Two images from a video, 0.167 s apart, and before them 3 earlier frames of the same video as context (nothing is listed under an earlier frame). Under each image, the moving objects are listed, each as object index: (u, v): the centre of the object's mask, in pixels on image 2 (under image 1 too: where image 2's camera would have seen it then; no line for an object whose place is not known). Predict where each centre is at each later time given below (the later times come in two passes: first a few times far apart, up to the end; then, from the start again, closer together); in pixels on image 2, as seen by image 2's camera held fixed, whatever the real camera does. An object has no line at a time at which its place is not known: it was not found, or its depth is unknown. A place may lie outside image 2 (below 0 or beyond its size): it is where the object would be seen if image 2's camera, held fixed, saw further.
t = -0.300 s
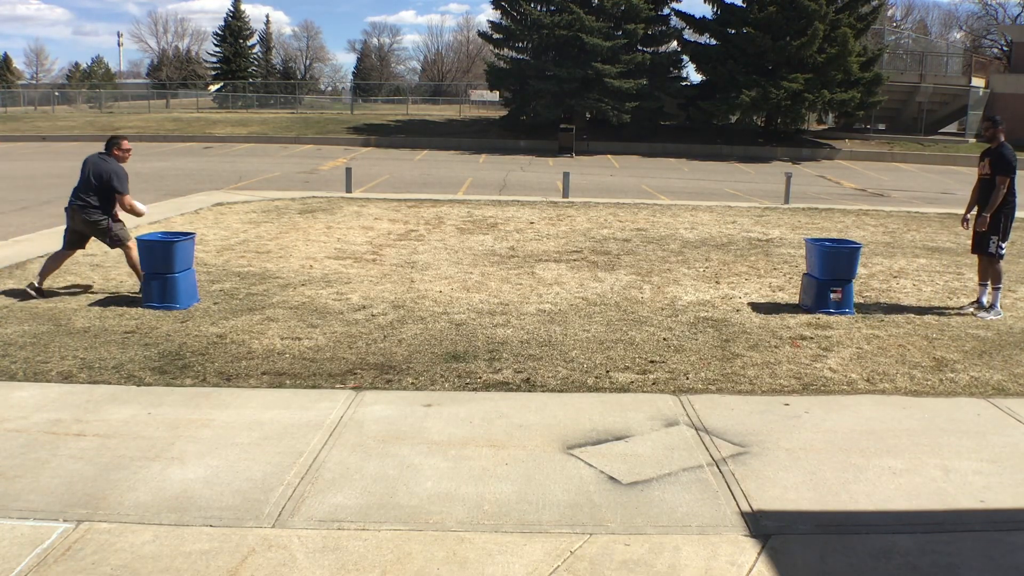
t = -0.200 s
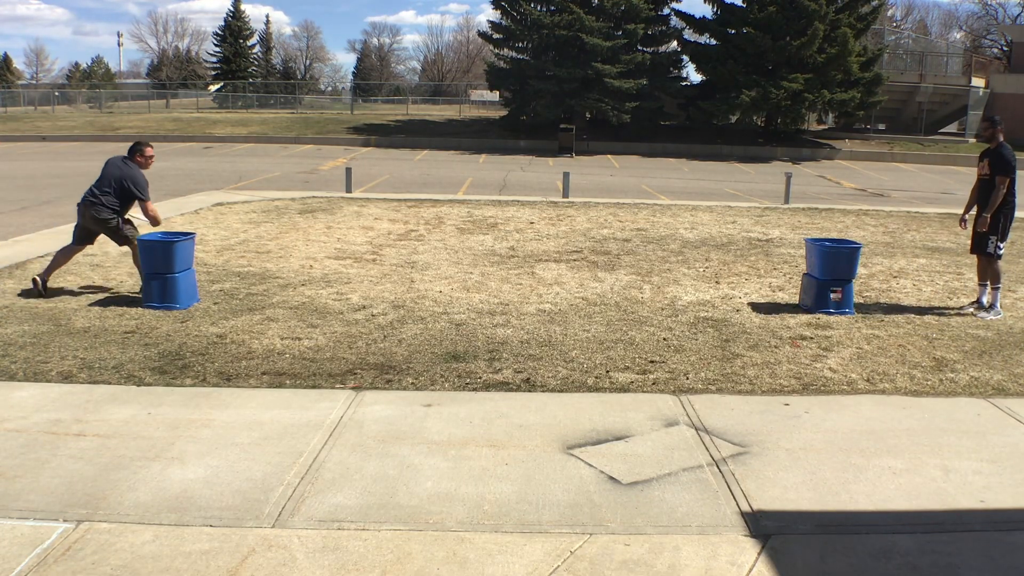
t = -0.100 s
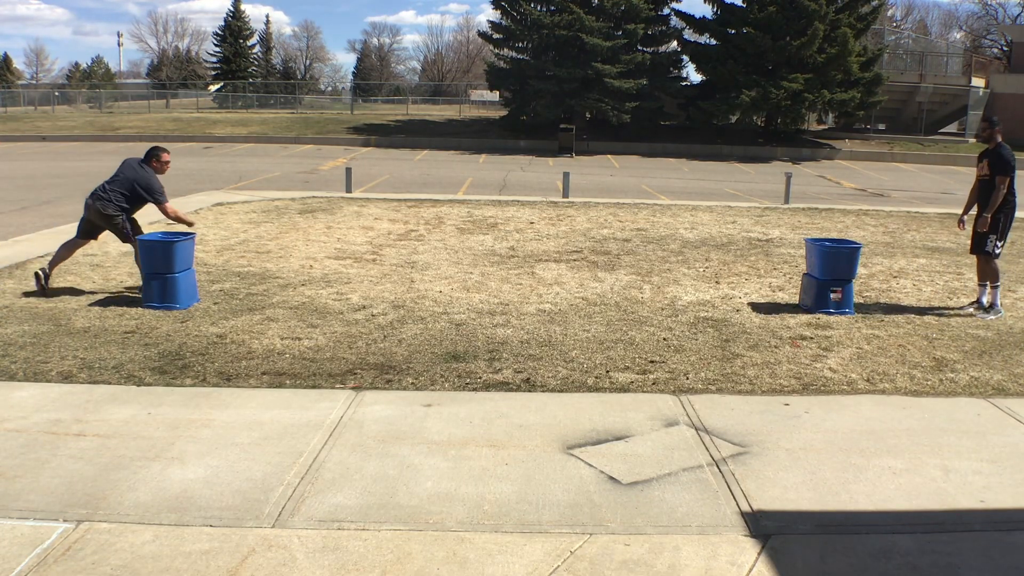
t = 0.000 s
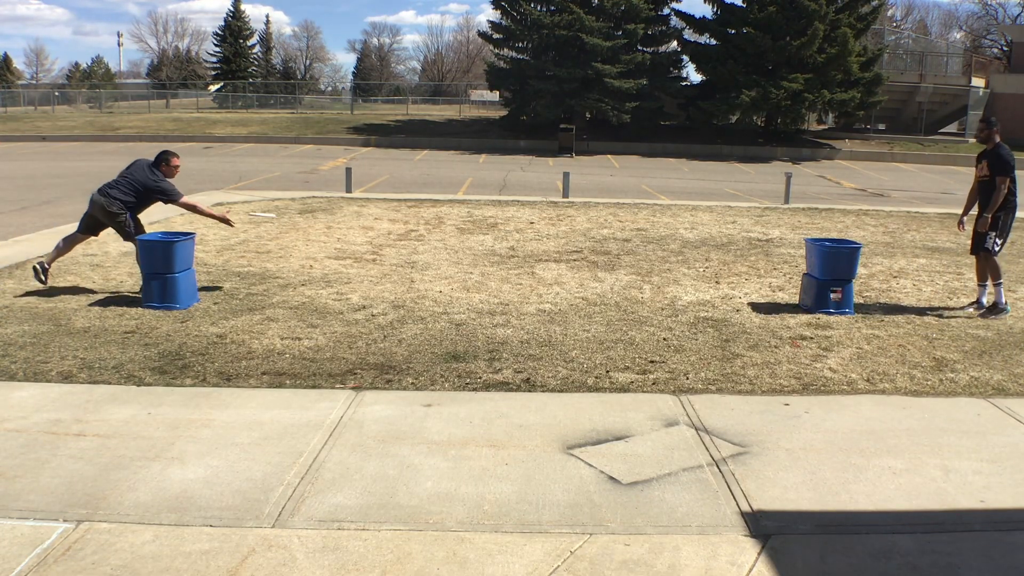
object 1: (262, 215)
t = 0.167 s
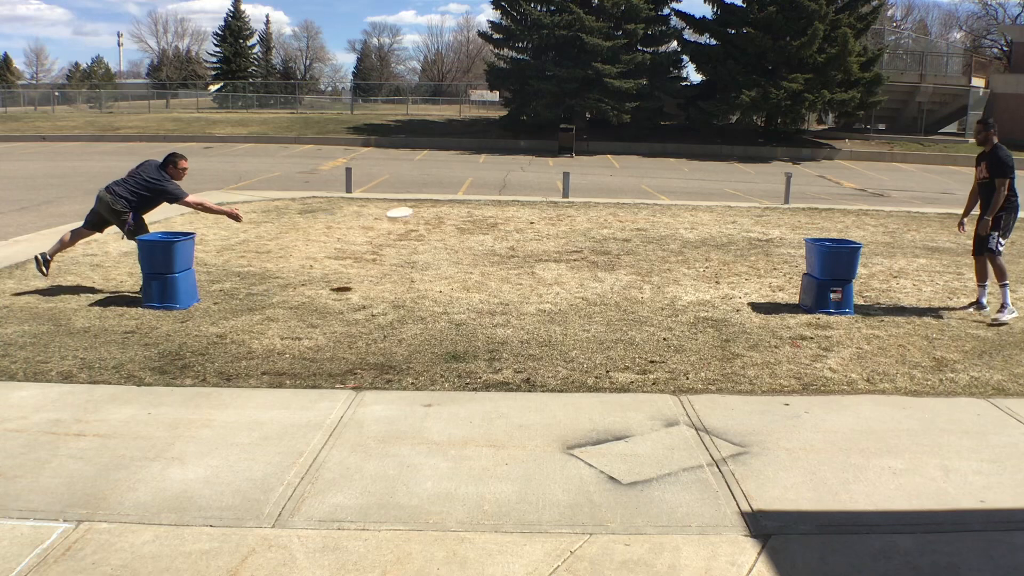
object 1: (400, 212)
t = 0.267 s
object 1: (478, 215)
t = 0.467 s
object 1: (628, 224)
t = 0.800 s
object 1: (822, 233)
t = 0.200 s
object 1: (427, 213)
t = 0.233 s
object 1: (452, 214)
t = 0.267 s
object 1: (478, 215)
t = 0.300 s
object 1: (504, 216)
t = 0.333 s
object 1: (529, 217)
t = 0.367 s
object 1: (554, 218)
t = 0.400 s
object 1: (579, 220)
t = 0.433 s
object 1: (604, 222)
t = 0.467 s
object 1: (628, 224)
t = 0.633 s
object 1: (748, 234)
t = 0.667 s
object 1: (771, 237)
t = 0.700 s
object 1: (793, 240)
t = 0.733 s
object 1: (801, 237)
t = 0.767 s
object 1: (812, 234)
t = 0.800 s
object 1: (822, 233)
